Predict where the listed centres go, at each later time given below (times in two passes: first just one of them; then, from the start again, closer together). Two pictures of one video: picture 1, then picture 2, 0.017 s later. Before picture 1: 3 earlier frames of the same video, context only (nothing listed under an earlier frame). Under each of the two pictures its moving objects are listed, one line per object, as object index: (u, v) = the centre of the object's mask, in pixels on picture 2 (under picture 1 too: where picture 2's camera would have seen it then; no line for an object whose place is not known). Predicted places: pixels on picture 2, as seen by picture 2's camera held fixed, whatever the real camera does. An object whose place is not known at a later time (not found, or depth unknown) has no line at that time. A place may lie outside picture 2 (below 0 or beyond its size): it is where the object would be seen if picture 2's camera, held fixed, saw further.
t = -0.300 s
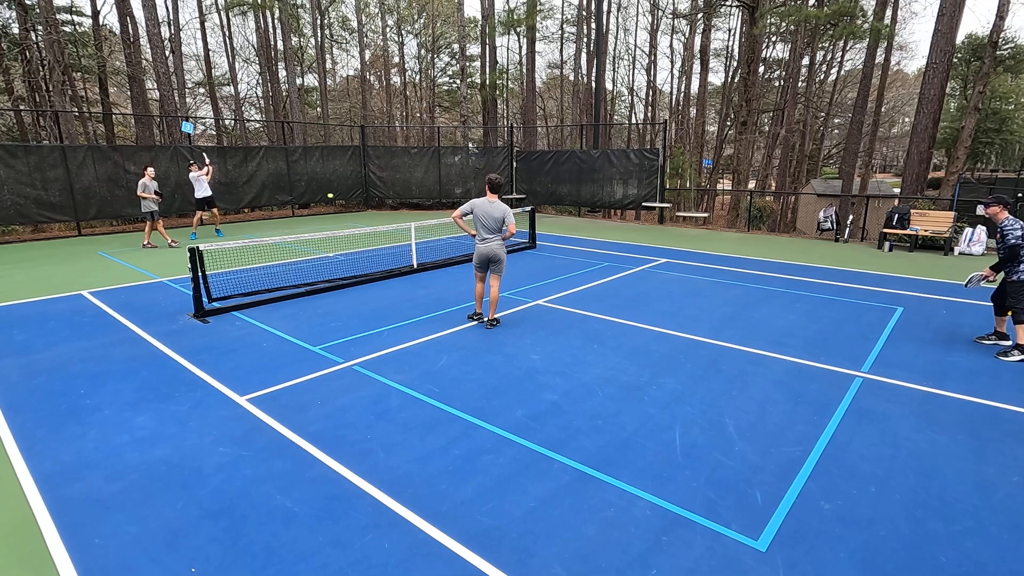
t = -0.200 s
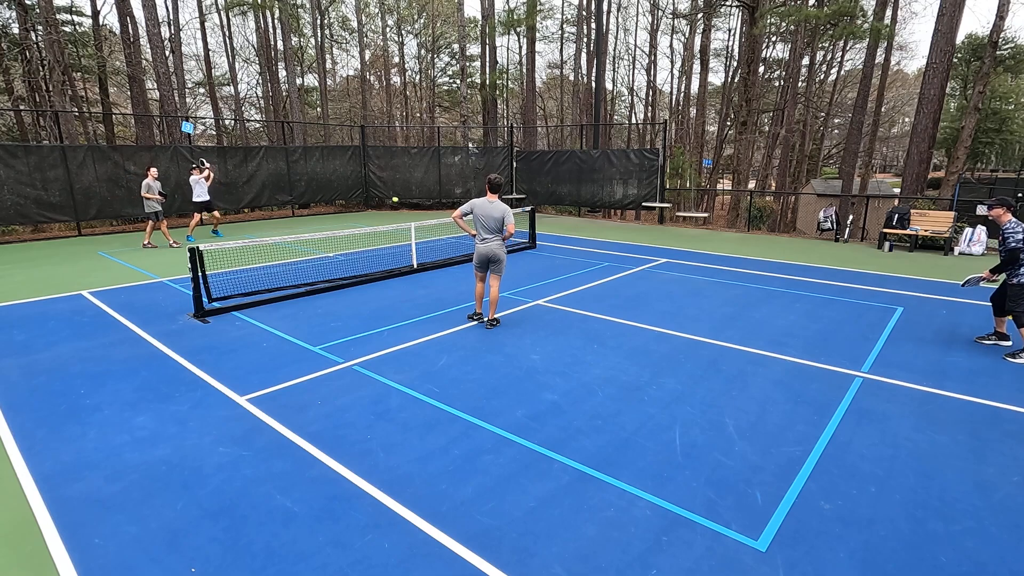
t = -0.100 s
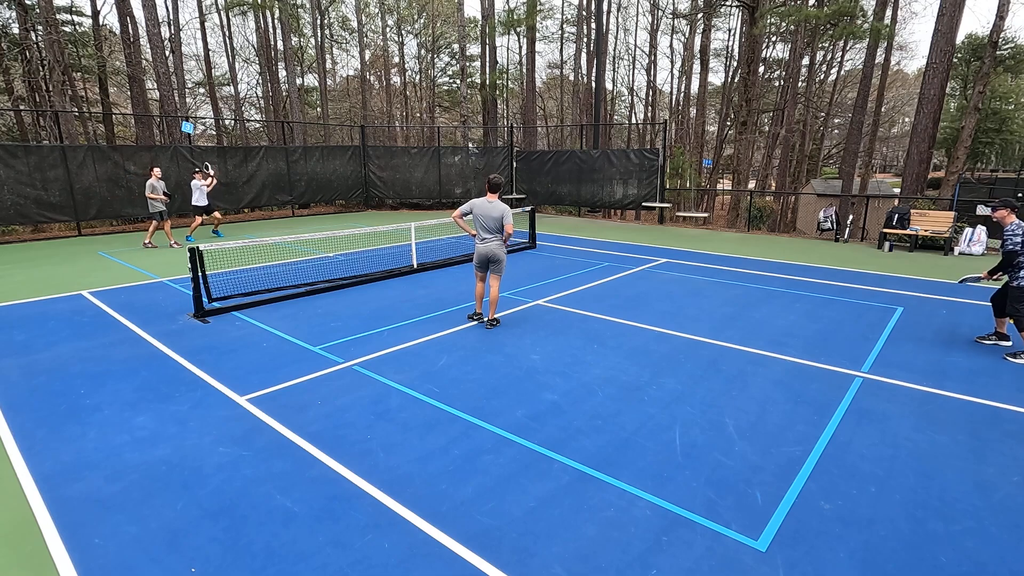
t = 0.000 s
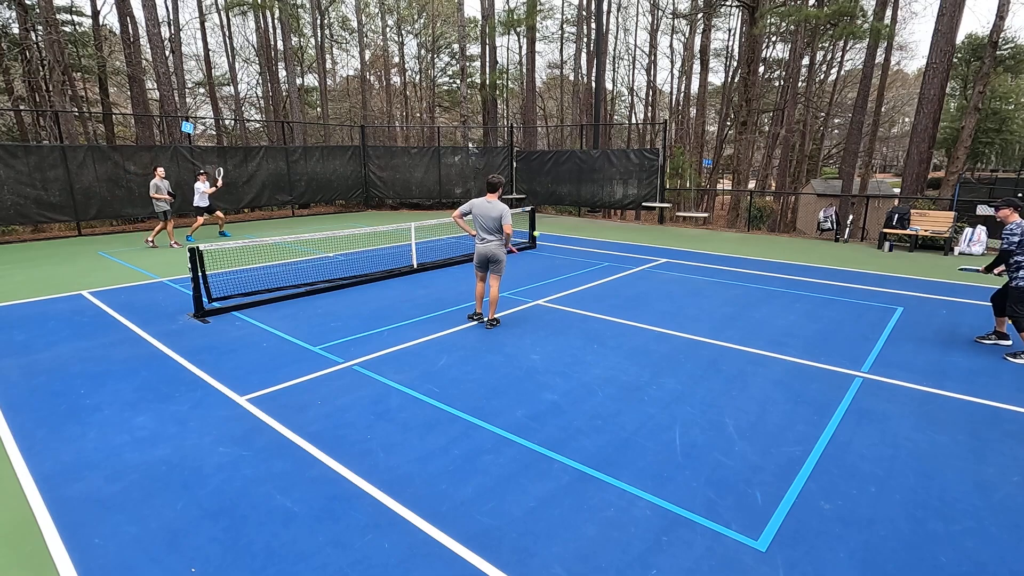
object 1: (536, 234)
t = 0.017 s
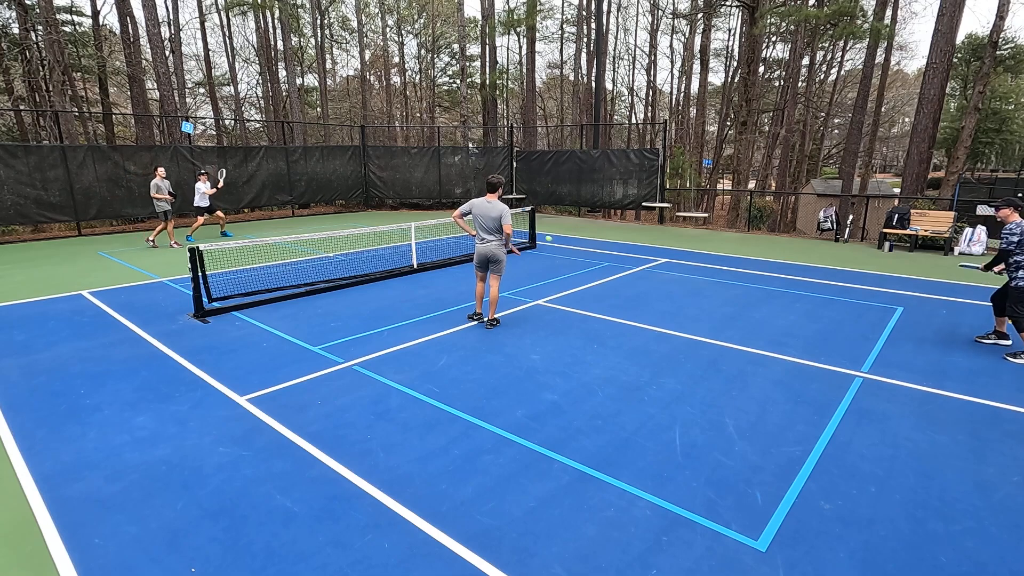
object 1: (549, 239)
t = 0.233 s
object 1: (705, 282)
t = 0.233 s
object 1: (705, 282)
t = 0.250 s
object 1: (716, 279)
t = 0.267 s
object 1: (727, 277)
